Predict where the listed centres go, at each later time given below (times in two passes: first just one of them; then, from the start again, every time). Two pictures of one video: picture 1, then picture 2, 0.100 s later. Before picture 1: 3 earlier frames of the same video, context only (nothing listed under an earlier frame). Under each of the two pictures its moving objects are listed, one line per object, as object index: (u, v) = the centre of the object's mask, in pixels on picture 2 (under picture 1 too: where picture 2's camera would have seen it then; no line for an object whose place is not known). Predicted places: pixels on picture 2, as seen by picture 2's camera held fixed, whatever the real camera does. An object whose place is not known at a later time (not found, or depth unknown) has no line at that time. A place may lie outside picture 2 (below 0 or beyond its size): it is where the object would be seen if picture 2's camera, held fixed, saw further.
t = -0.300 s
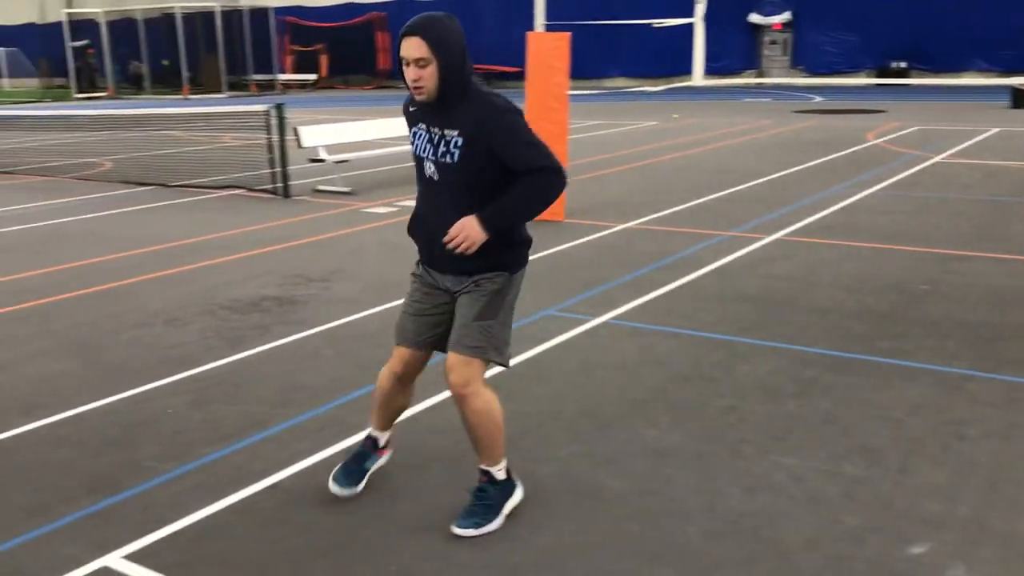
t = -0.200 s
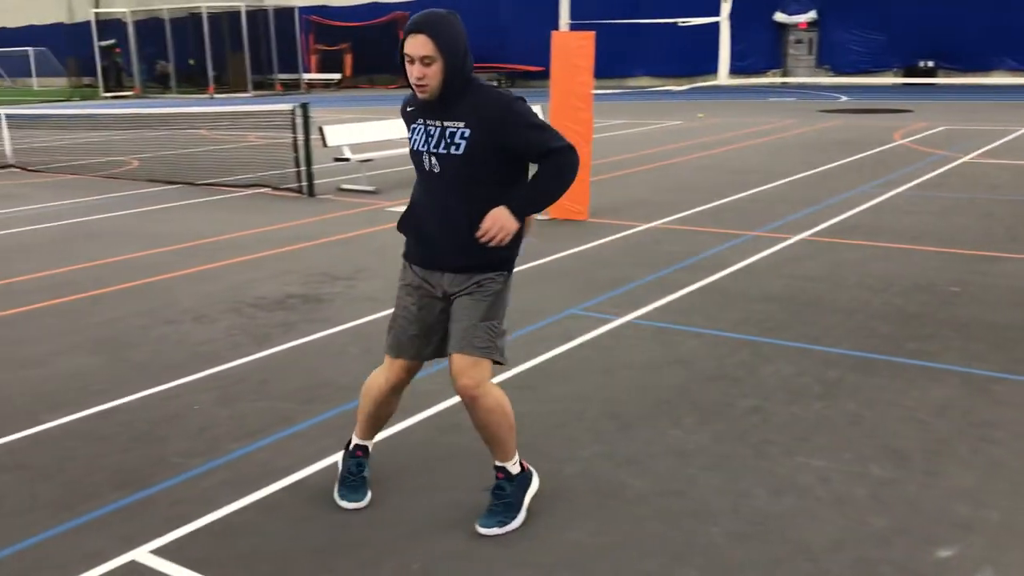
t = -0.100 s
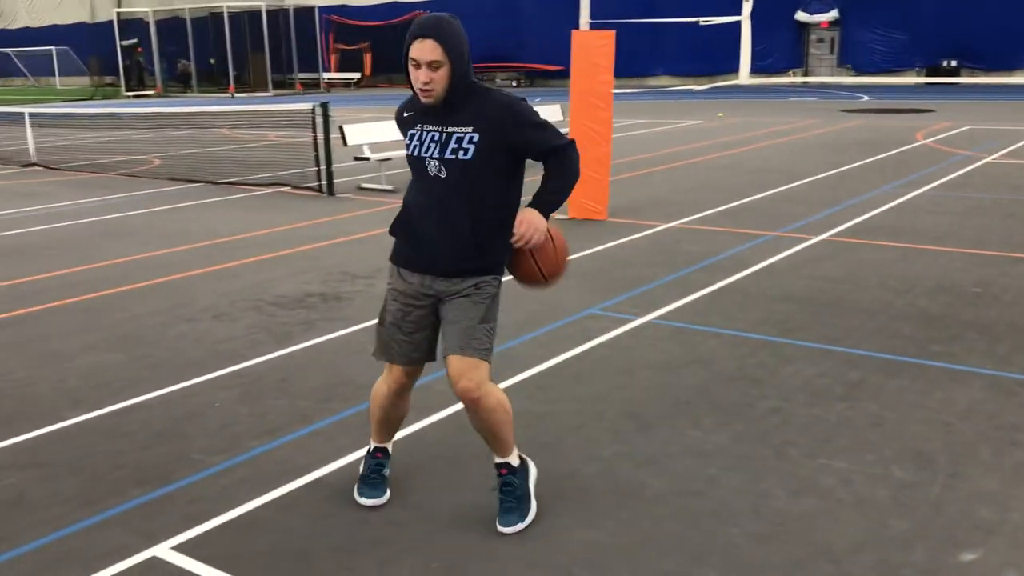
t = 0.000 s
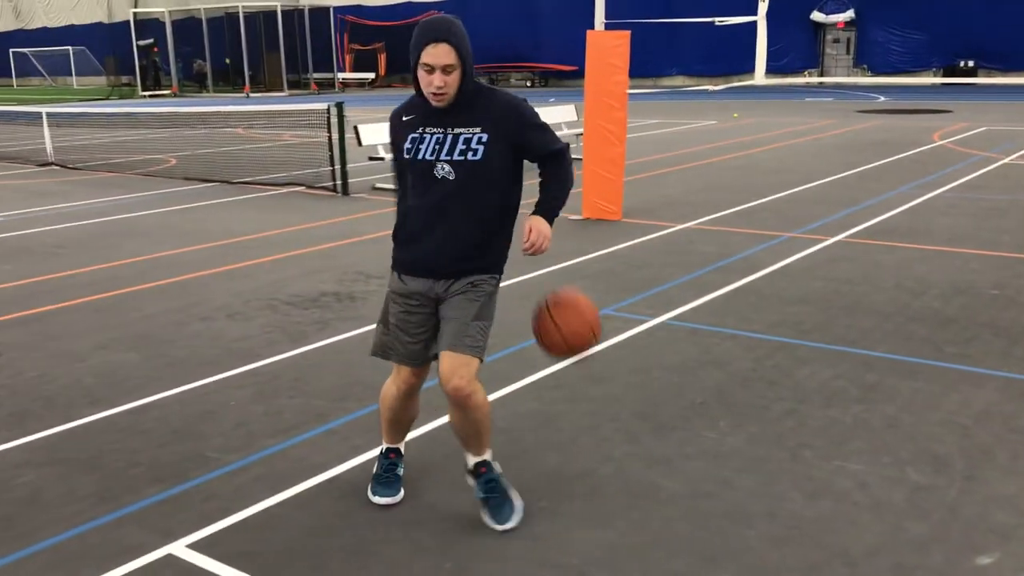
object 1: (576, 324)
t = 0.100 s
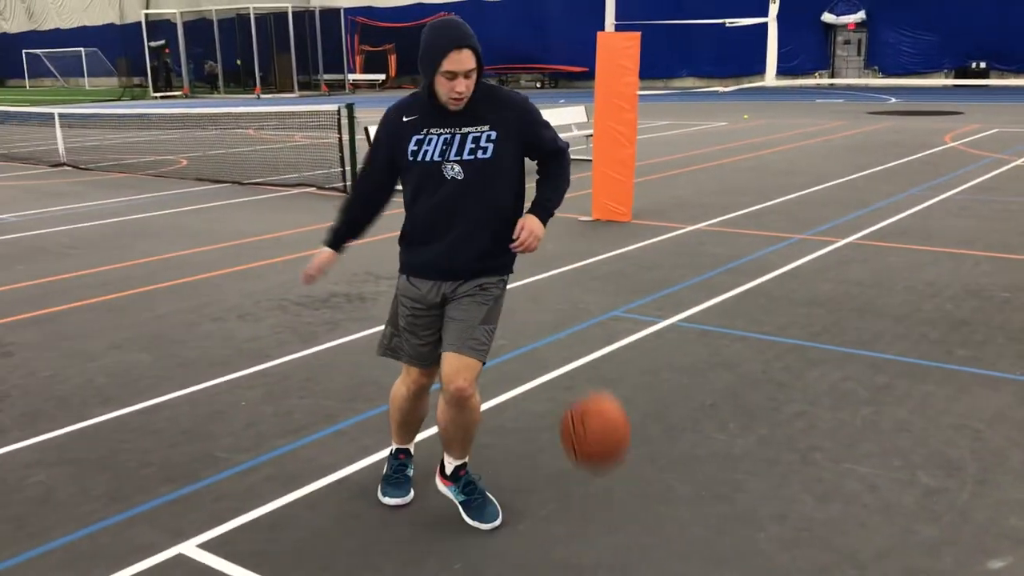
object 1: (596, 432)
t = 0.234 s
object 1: (611, 457)
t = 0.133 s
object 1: (601, 472)
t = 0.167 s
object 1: (607, 503)
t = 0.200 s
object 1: (609, 479)
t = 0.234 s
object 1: (611, 457)
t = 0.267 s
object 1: (613, 436)
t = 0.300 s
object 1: (615, 419)
